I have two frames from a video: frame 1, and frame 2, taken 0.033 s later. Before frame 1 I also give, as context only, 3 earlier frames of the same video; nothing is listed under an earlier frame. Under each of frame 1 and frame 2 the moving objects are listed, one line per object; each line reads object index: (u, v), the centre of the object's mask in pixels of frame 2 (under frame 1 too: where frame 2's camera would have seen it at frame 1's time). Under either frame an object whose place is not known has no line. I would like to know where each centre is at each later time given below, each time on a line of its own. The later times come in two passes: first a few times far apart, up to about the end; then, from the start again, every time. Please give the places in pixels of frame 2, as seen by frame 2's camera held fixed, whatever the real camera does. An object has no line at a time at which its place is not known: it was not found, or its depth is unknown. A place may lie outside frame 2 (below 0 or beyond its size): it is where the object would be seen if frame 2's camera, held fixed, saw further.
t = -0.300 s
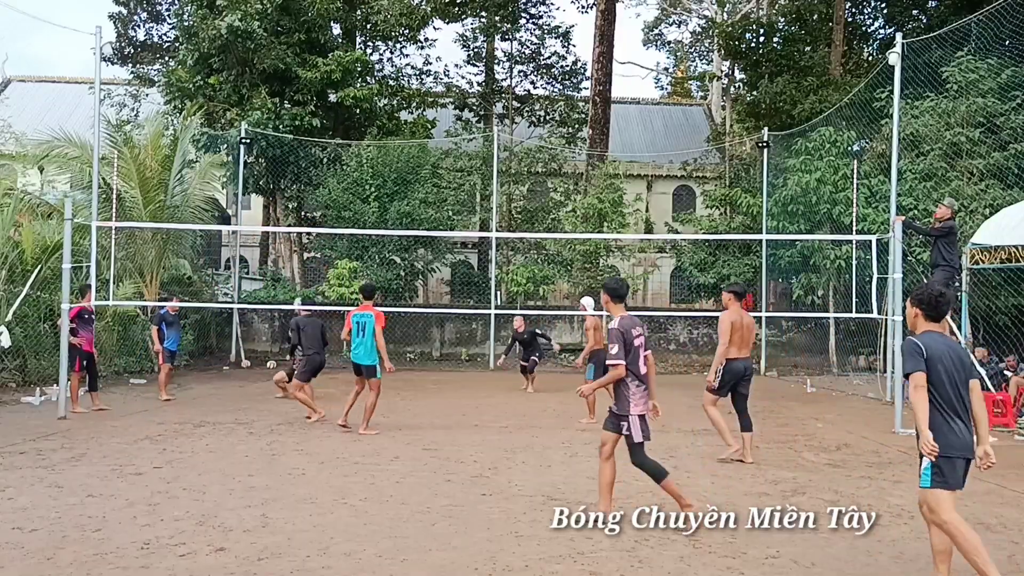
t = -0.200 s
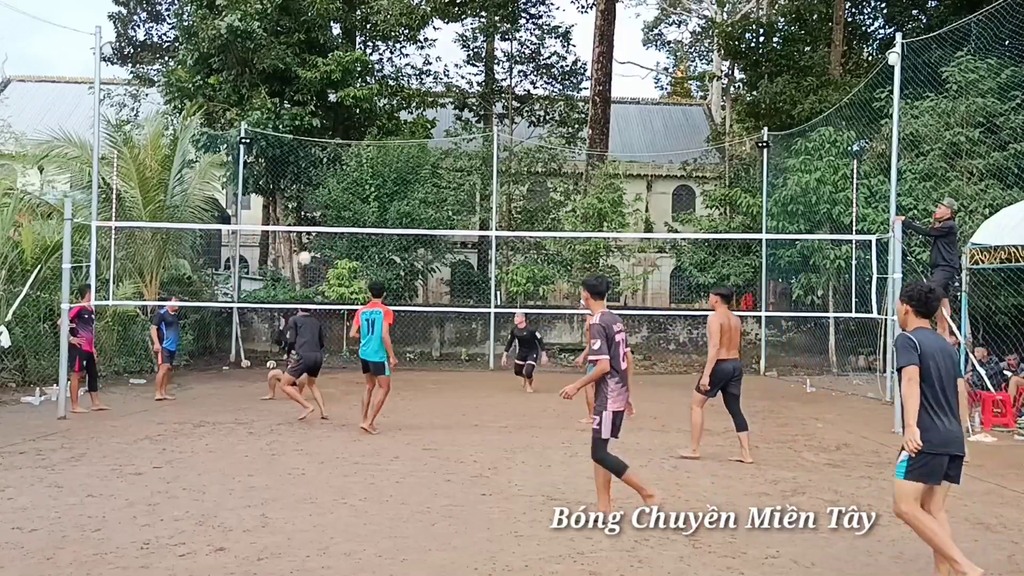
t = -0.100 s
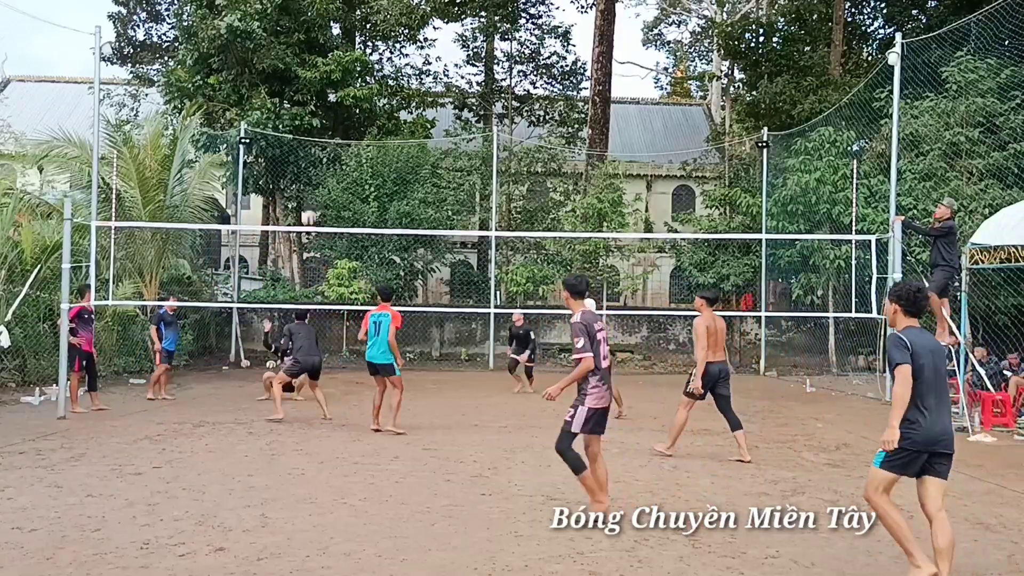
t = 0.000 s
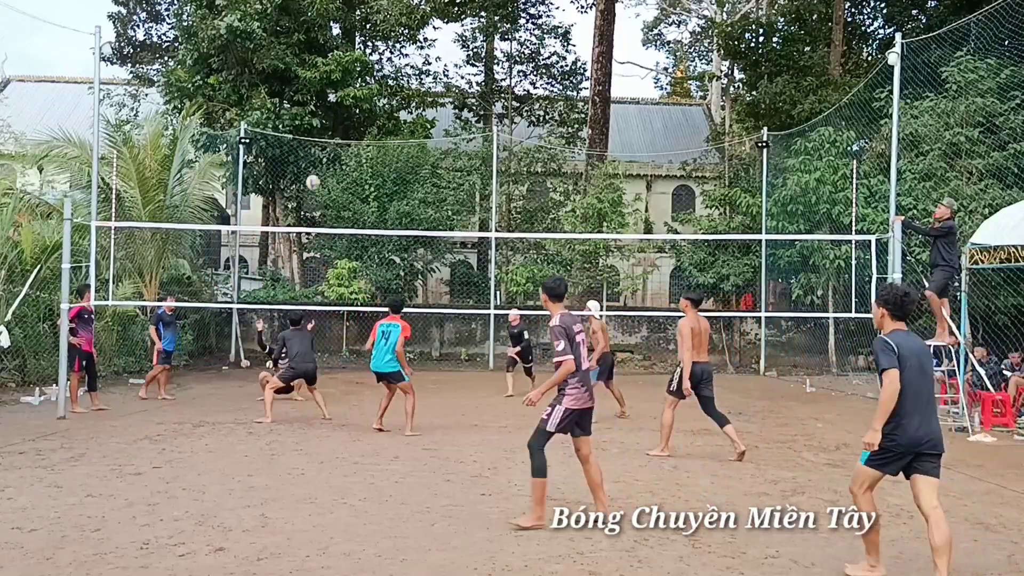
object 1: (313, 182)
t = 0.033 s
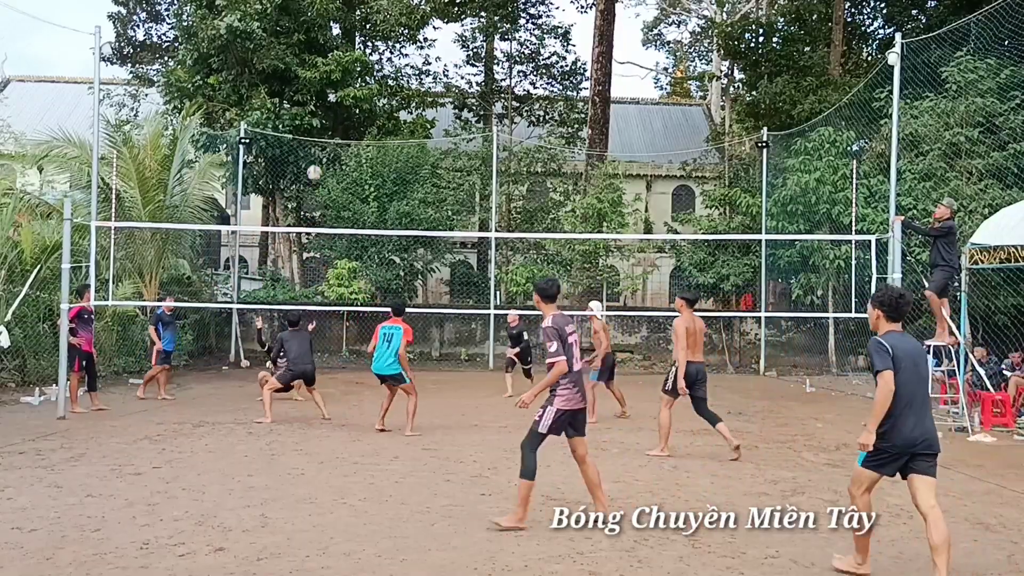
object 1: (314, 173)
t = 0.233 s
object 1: (322, 124)
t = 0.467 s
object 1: (332, 101)
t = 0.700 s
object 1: (339, 113)
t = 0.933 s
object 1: (346, 165)
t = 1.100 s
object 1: (350, 224)
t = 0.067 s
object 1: (316, 163)
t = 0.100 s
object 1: (317, 154)
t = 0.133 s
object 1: (318, 145)
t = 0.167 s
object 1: (320, 138)
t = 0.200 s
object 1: (321, 131)
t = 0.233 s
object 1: (322, 124)
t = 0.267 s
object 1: (323, 119)
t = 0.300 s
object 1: (325, 115)
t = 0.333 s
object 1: (326, 110)
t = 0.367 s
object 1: (327, 106)
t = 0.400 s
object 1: (329, 104)
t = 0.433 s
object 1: (330, 102)
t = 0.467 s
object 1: (332, 101)
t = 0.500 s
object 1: (333, 100)
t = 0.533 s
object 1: (334, 100)
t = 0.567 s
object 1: (335, 101)
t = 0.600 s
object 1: (336, 103)
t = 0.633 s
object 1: (336, 104)
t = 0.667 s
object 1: (339, 109)
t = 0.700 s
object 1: (339, 113)
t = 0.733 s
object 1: (341, 118)
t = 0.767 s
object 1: (342, 124)
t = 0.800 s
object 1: (343, 131)
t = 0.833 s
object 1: (343, 138)
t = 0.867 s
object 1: (344, 145)
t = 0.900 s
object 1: (345, 154)
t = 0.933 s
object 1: (346, 165)
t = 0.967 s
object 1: (347, 175)
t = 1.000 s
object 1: (348, 187)
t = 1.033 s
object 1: (349, 198)
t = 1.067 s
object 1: (350, 213)
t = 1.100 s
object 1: (350, 224)
